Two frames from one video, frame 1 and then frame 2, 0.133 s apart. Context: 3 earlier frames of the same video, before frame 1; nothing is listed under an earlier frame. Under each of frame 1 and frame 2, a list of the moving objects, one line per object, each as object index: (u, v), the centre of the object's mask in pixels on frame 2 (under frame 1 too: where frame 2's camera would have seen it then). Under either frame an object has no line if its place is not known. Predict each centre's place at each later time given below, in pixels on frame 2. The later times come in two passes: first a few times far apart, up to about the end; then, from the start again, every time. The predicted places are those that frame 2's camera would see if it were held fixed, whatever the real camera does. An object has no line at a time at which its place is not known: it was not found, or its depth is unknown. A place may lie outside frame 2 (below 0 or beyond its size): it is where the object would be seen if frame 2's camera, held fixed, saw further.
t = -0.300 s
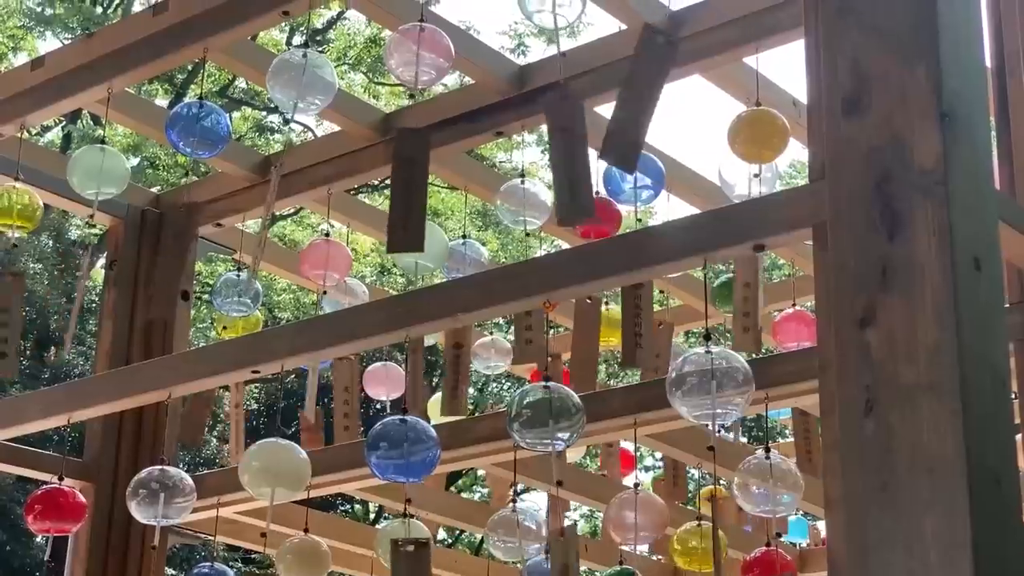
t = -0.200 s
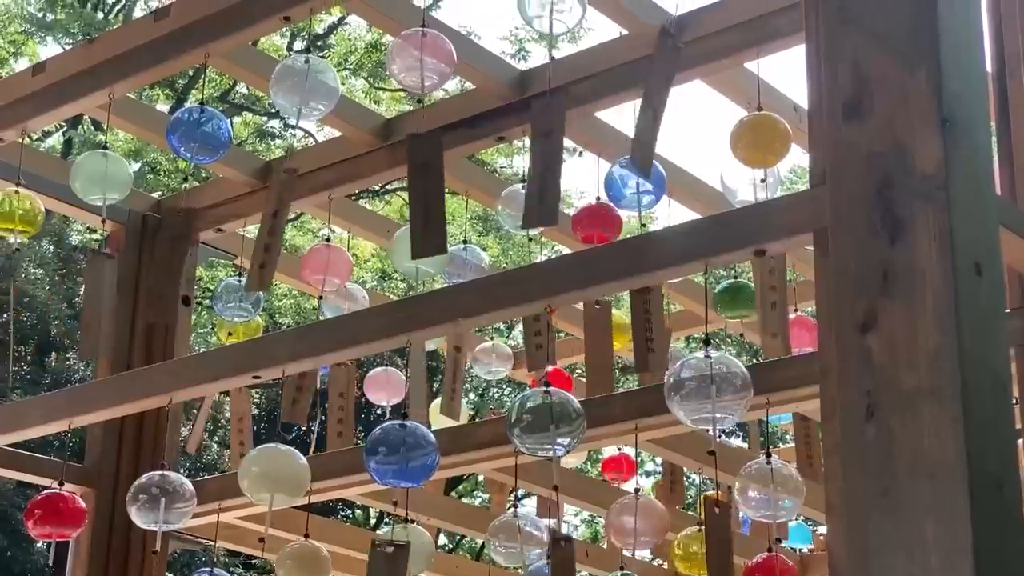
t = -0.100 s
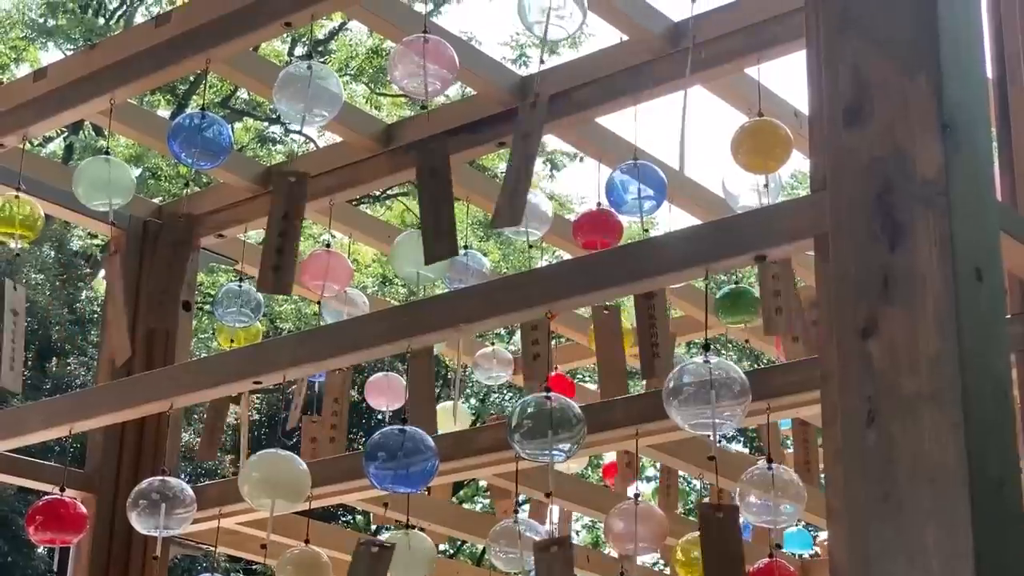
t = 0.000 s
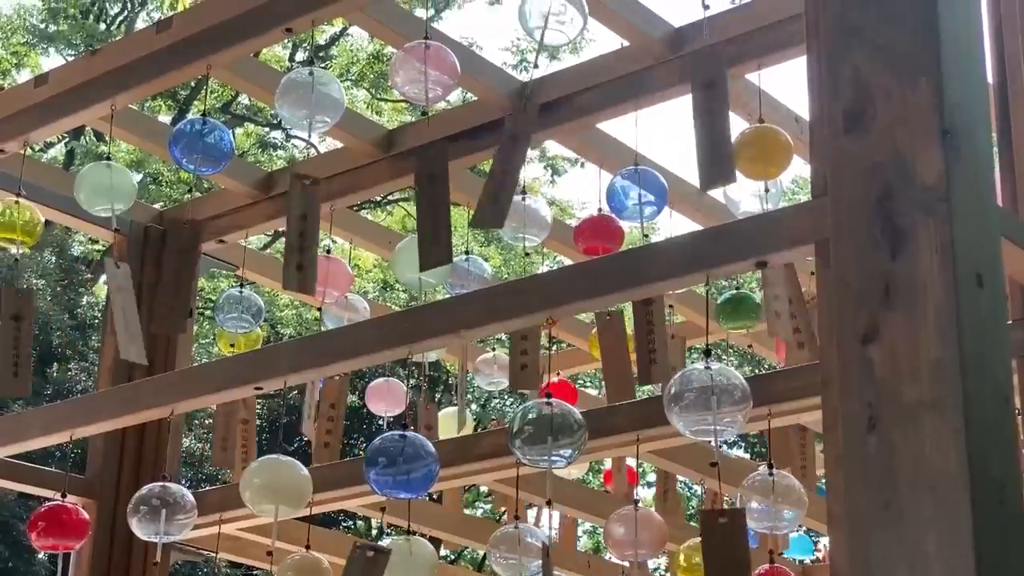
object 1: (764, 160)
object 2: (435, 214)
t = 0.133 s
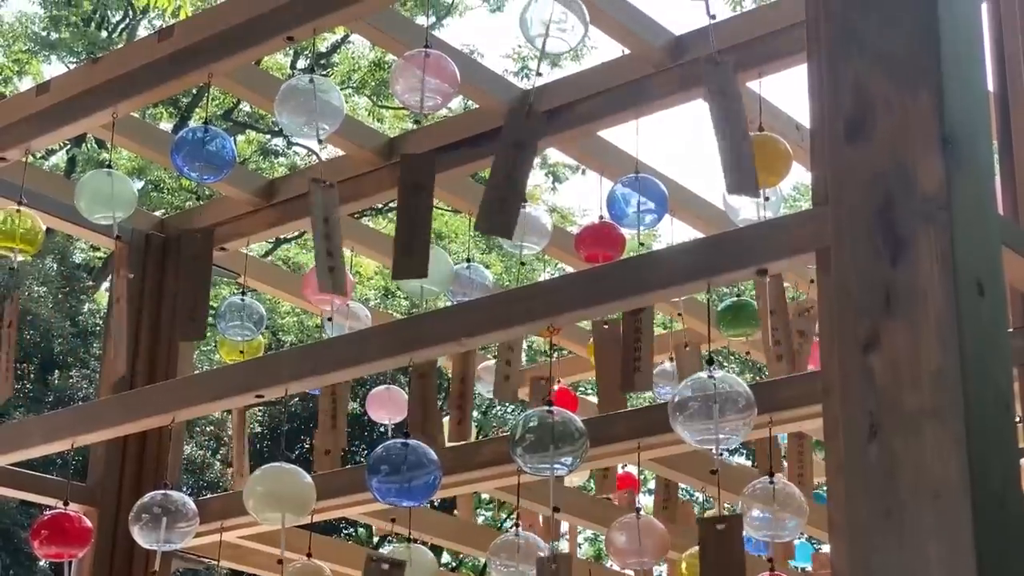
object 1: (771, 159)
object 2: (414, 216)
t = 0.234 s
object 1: (764, 160)
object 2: (397, 218)
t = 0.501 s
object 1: (763, 160)
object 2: (401, 218)
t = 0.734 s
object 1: (763, 161)
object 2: (438, 214)
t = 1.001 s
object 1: (769, 159)
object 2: (413, 217)
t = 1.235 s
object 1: (766, 160)
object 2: (383, 216)
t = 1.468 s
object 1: (761, 162)
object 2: (420, 220)
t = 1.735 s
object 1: (765, 161)
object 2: (449, 218)
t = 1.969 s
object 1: (778, 162)
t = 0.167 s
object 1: (769, 159)
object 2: (408, 217)
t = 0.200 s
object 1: (767, 159)
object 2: (402, 217)
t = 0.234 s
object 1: (764, 160)
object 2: (397, 218)
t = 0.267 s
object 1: (761, 160)
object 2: (393, 217)
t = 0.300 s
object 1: (761, 160)
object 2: (390, 217)
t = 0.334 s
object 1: (761, 160)
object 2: (389, 217)
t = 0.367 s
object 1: (762, 160)
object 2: (389, 216)
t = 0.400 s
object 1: (762, 159)
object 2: (390, 217)
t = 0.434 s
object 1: (762, 159)
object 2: (392, 218)
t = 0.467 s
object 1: (763, 160)
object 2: (396, 218)
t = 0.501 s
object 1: (763, 160)
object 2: (401, 218)
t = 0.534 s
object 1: (763, 160)
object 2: (407, 218)
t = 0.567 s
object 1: (763, 160)
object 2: (413, 218)
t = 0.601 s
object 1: (763, 160)
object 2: (419, 218)
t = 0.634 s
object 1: (763, 160)
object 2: (425, 216)
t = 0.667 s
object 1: (763, 161)
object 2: (430, 216)
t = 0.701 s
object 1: (763, 161)
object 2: (435, 215)
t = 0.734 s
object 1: (763, 161)
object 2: (438, 214)
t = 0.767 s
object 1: (762, 161)
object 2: (440, 213)
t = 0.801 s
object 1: (762, 161)
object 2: (440, 213)
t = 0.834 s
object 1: (762, 161)
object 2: (439, 214)
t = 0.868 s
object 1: (762, 160)
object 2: (436, 214)
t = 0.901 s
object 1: (762, 160)
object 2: (432, 216)
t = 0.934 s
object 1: (763, 160)
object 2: (427, 218)
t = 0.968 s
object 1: (766, 160)
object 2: (421, 219)
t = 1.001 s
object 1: (769, 159)
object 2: (413, 217)
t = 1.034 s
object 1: (772, 159)
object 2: (407, 218)
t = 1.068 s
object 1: (774, 160)
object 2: (400, 218)
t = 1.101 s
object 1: (774, 159)
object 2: (394, 219)
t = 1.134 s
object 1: (774, 159)
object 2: (389, 216)
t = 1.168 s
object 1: (772, 160)
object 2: (385, 217)
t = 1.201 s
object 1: (770, 159)
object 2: (383, 216)
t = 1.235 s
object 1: (766, 160)
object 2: (383, 216)
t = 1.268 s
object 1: (763, 161)
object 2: (384, 215)
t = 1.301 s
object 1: (762, 161)
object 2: (387, 215)
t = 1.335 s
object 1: (762, 161)
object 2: (392, 219)
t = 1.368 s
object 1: (761, 161)
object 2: (397, 220)
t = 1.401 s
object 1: (761, 161)
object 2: (405, 220)
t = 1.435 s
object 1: (761, 162)
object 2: (412, 221)
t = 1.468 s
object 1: (761, 162)
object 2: (420, 220)
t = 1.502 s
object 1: (761, 162)
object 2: (429, 220)
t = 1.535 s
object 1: (761, 161)
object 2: (436, 220)
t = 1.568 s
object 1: (762, 161)
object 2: (443, 220)
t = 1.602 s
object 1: (762, 161)
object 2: (447, 217)
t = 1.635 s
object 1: (763, 161)
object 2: (450, 217)
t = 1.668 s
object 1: (764, 161)
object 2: (452, 218)
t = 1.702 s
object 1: (764, 161)
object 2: (451, 216)
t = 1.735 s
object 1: (765, 161)
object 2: (449, 218)
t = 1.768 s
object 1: (765, 161)
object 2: (444, 222)
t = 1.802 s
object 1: (766, 161)
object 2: (438, 219)
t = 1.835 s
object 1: (766, 161)
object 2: (431, 222)
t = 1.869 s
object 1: (767, 161)
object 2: (422, 224)
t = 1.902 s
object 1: (771, 160)
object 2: (414, 223)
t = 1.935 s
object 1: (775, 161)
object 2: (405, 223)
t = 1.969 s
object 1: (778, 162)
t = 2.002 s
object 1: (780, 163)
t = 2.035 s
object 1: (780, 163)
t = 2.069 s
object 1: (780, 163)
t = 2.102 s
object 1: (778, 162)
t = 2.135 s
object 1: (775, 161)
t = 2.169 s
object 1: (771, 161)
